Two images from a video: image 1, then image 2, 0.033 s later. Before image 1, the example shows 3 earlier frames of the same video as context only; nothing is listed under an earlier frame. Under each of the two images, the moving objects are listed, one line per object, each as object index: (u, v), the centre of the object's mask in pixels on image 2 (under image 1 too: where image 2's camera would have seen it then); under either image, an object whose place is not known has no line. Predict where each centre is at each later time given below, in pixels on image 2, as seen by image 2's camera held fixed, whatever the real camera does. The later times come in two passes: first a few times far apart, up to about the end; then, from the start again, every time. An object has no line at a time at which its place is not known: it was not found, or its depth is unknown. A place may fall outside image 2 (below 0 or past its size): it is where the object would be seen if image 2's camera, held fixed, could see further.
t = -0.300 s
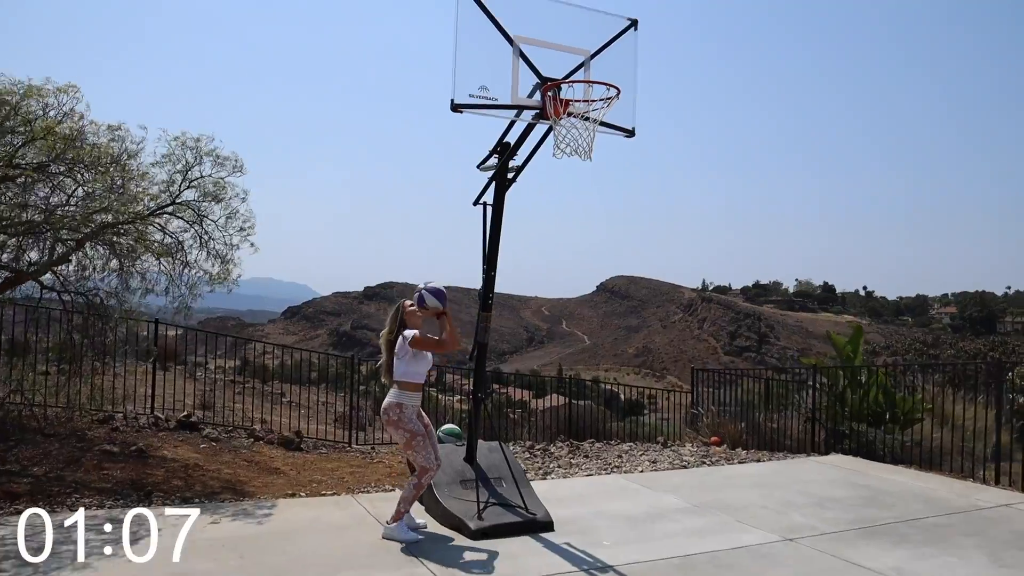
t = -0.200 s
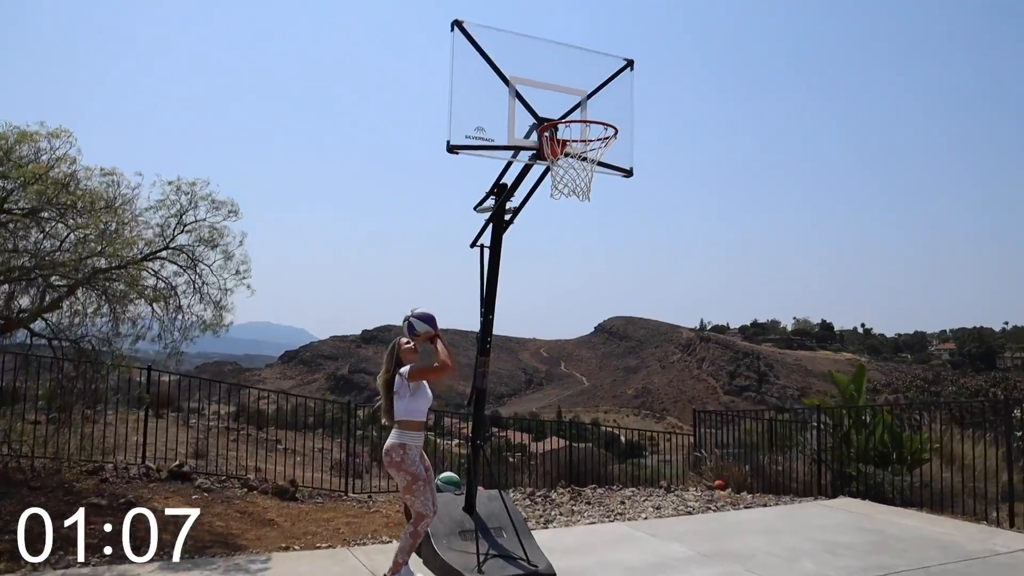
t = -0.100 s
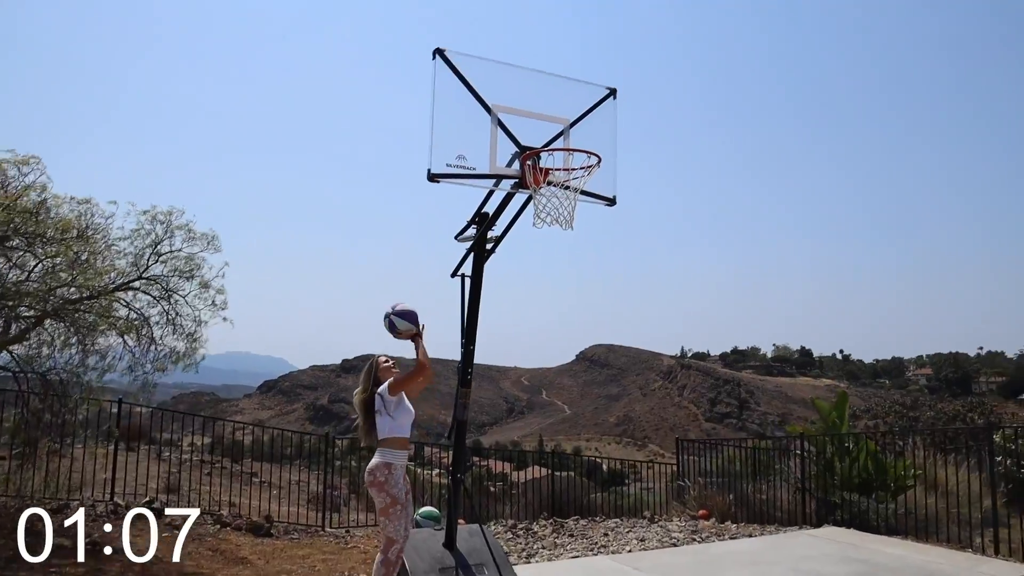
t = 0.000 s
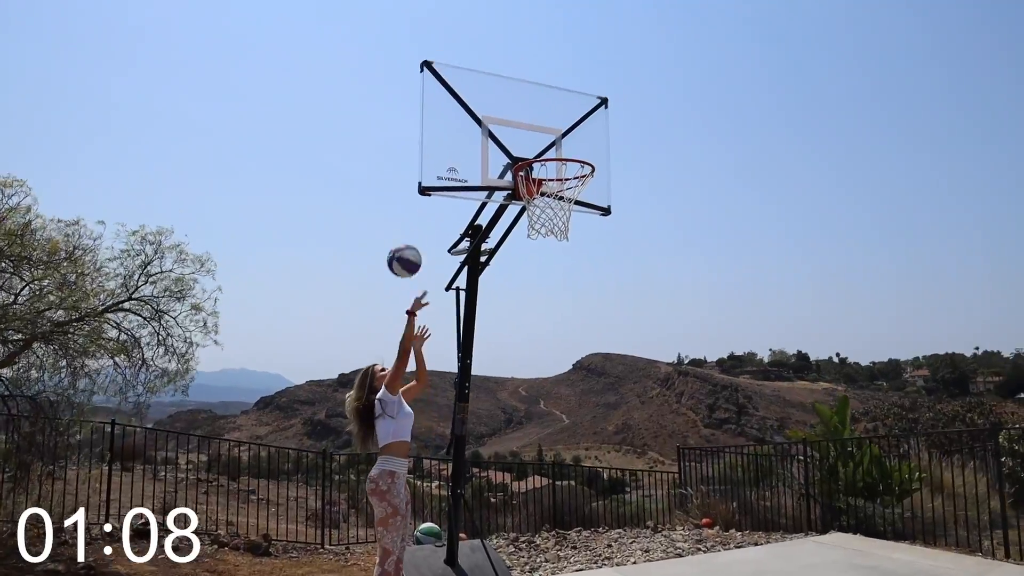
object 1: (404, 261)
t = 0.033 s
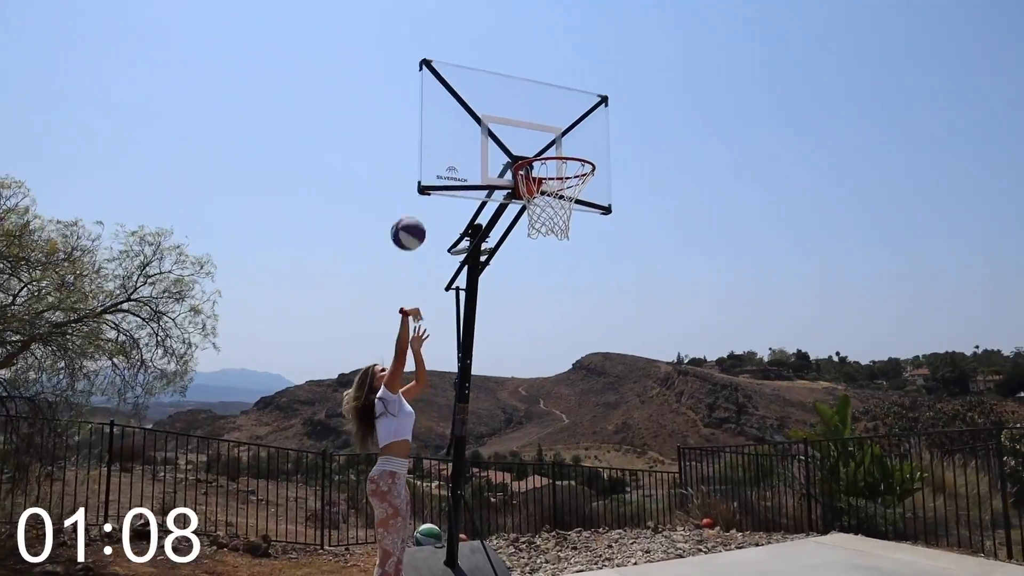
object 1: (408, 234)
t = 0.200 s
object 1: (429, 122)
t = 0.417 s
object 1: (458, 30)
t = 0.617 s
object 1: (486, -8)
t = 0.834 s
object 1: (520, 19)
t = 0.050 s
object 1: (410, 221)
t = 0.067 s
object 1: (412, 209)
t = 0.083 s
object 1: (413, 198)
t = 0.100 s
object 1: (416, 184)
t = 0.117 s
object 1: (418, 172)
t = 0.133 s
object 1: (421, 163)
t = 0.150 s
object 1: (423, 152)
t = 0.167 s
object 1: (425, 142)
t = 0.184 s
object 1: (427, 132)
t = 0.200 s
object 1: (429, 122)
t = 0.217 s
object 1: (431, 113)
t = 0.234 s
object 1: (433, 104)
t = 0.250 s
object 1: (435, 97)
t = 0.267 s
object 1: (435, 90)
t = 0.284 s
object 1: (439, 81)
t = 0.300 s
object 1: (443, 72)
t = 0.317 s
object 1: (448, 63)
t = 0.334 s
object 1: (448, 58)
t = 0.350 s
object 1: (449, 52)
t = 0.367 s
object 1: (451, 47)
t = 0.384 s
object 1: (453, 41)
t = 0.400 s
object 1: (455, 36)
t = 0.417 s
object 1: (458, 30)
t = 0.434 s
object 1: (460, 26)
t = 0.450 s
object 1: (462, 22)
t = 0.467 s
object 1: (464, 18)
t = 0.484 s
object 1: (467, 13)
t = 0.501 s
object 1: (469, 10)
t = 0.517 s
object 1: (471, 6)
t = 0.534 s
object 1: (474, 4)
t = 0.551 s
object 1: (476, 0)
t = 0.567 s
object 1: (479, -2)
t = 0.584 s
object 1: (482, -4)
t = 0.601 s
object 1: (484, -6)
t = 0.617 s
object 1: (486, -8)
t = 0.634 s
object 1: (488, -8)
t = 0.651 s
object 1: (491, -8)
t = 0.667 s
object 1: (493, -7)
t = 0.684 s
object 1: (496, -6)
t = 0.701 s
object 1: (499, -5)
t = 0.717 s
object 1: (502, -4)
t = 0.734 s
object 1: (504, -2)
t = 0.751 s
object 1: (506, 0)
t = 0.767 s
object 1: (509, 4)
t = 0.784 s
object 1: (511, 7)
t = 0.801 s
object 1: (514, 10)
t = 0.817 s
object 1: (517, 15)
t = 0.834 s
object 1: (520, 19)
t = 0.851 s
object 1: (522, 24)
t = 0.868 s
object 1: (525, 30)
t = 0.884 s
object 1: (528, 36)
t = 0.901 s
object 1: (531, 42)
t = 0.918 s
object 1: (534, 49)
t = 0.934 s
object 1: (537, 56)
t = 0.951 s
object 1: (540, 64)
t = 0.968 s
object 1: (543, 73)
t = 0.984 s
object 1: (547, 83)
